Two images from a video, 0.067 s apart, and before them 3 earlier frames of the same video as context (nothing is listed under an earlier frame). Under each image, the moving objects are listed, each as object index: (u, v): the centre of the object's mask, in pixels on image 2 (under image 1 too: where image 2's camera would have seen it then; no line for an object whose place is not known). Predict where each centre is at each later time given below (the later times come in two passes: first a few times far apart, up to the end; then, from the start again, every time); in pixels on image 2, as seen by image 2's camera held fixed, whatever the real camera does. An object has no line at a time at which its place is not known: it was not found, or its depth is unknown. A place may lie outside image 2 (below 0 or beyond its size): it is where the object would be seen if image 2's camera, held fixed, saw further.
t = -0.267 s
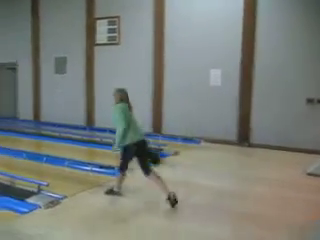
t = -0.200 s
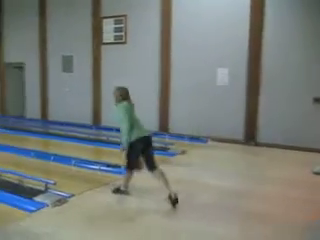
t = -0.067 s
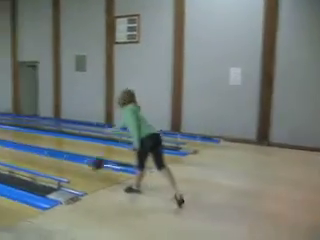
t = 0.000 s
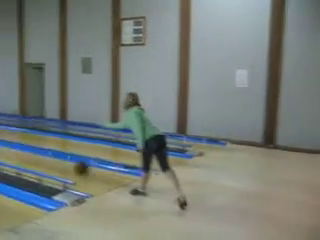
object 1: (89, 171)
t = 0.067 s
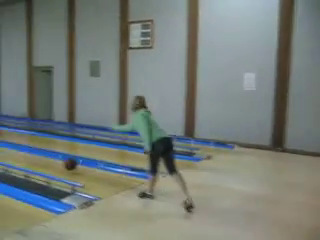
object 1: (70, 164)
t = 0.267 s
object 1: (21, 156)
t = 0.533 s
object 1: (-26, 145)
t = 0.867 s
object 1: (-68, 136)
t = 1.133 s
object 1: (-94, 130)
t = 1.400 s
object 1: (-113, 126)
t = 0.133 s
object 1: (52, 160)
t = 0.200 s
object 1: (37, 160)
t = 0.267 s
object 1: (21, 156)
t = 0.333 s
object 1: (8, 153)
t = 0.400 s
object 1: (-4, 151)
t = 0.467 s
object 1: (-16, 148)
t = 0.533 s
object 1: (-26, 145)
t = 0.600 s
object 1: (-36, 143)
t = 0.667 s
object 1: (-45, 141)
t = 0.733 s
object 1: (-53, 140)
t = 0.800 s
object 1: (-61, 138)
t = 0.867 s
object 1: (-68, 136)
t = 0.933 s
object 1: (-75, 135)
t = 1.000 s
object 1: (-81, 133)
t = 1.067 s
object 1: (-87, 132)
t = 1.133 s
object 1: (-94, 130)
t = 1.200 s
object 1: (-101, 129)
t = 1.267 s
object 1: (-105, 128)
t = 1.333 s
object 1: (-109, 127)
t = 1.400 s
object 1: (-113, 126)
